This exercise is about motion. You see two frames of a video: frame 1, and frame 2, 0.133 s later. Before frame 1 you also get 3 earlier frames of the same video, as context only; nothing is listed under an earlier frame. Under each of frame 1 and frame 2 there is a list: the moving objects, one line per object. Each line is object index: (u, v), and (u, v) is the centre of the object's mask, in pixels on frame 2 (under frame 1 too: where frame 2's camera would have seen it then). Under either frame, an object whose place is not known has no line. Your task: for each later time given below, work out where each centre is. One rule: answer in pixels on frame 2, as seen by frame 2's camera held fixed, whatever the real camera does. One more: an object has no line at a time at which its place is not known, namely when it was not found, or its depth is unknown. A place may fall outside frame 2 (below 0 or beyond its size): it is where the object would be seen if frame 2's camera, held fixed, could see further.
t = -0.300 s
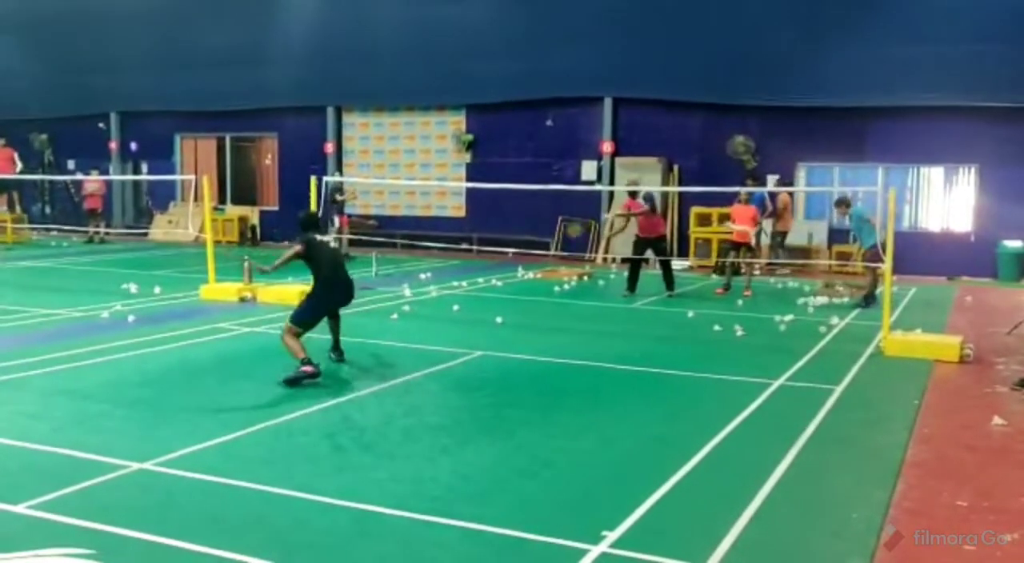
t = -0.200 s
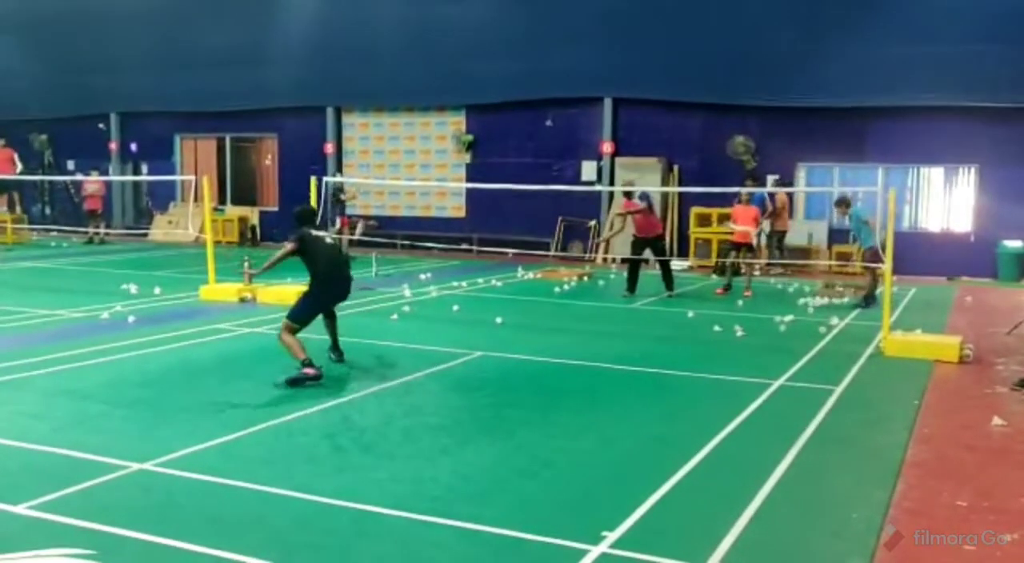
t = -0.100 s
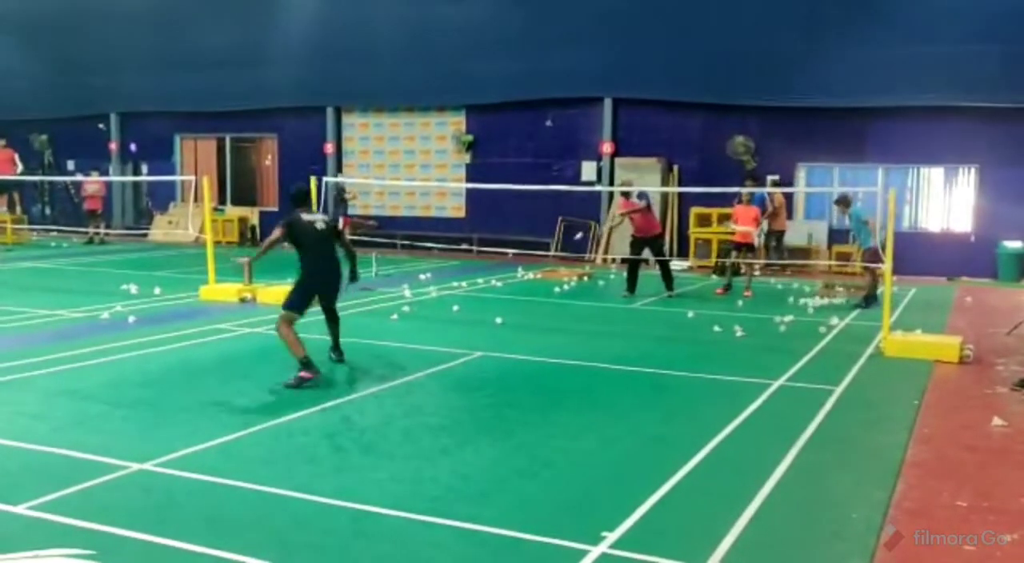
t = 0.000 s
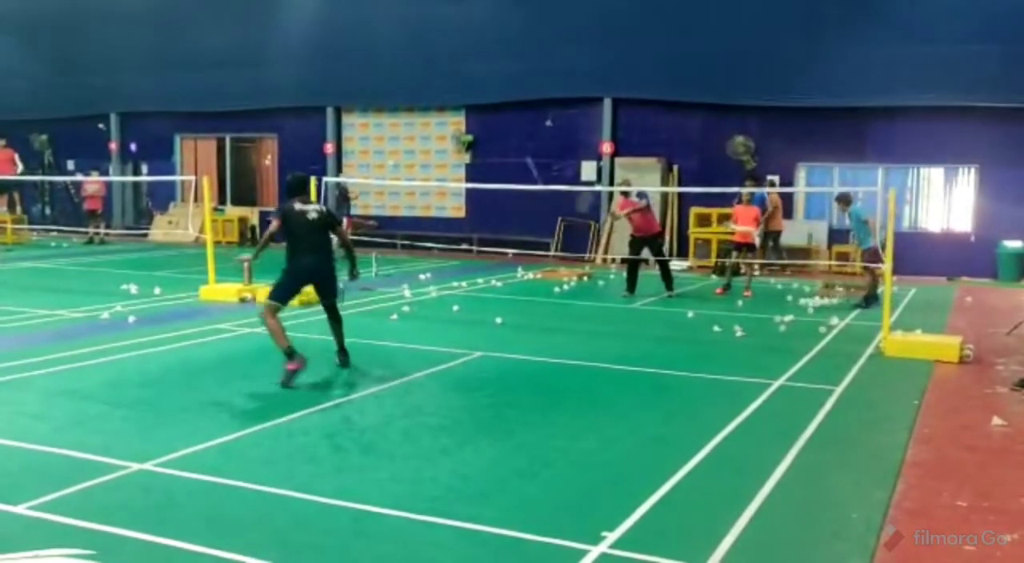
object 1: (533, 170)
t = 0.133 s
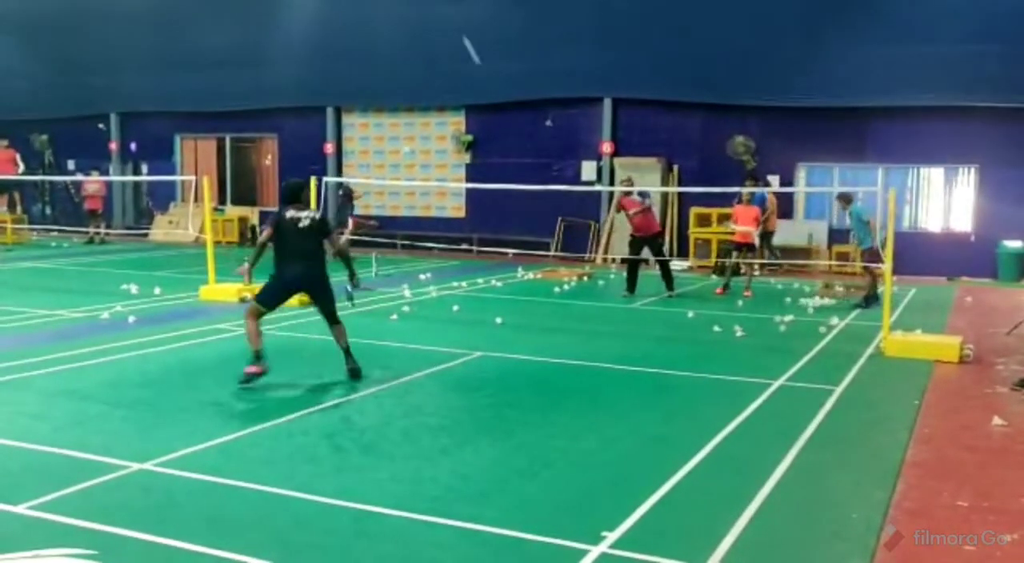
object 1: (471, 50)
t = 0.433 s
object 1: (354, 43)
